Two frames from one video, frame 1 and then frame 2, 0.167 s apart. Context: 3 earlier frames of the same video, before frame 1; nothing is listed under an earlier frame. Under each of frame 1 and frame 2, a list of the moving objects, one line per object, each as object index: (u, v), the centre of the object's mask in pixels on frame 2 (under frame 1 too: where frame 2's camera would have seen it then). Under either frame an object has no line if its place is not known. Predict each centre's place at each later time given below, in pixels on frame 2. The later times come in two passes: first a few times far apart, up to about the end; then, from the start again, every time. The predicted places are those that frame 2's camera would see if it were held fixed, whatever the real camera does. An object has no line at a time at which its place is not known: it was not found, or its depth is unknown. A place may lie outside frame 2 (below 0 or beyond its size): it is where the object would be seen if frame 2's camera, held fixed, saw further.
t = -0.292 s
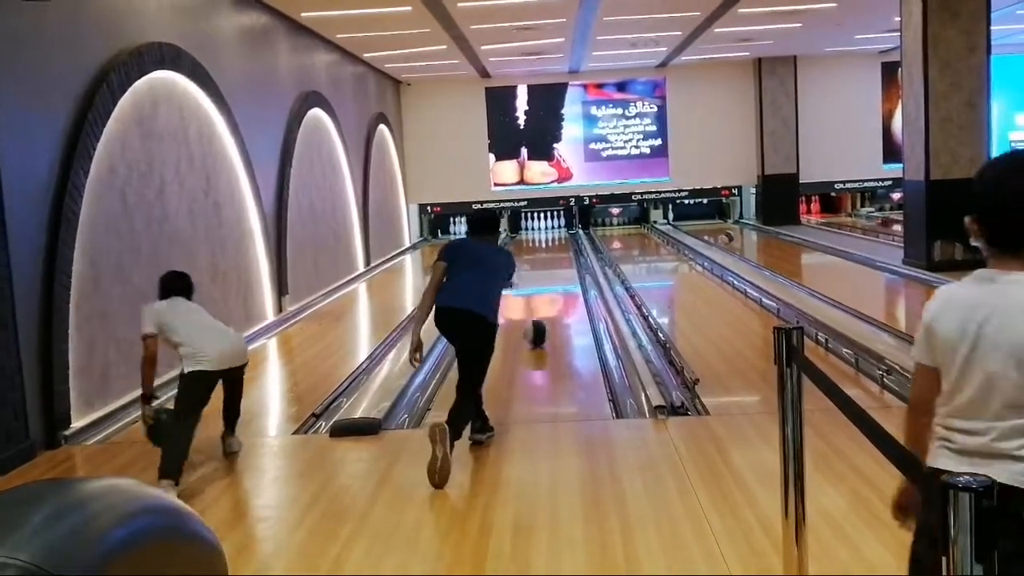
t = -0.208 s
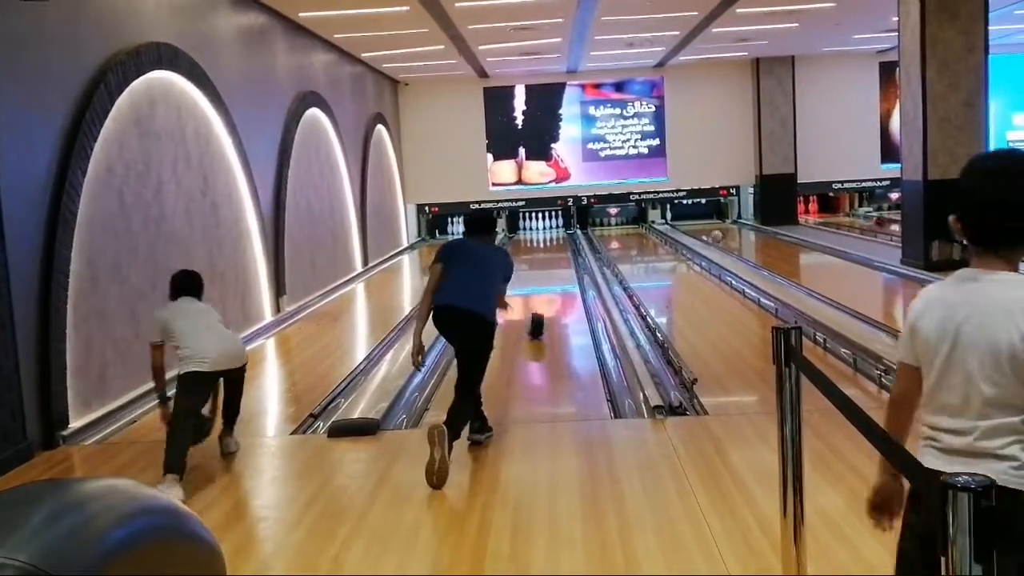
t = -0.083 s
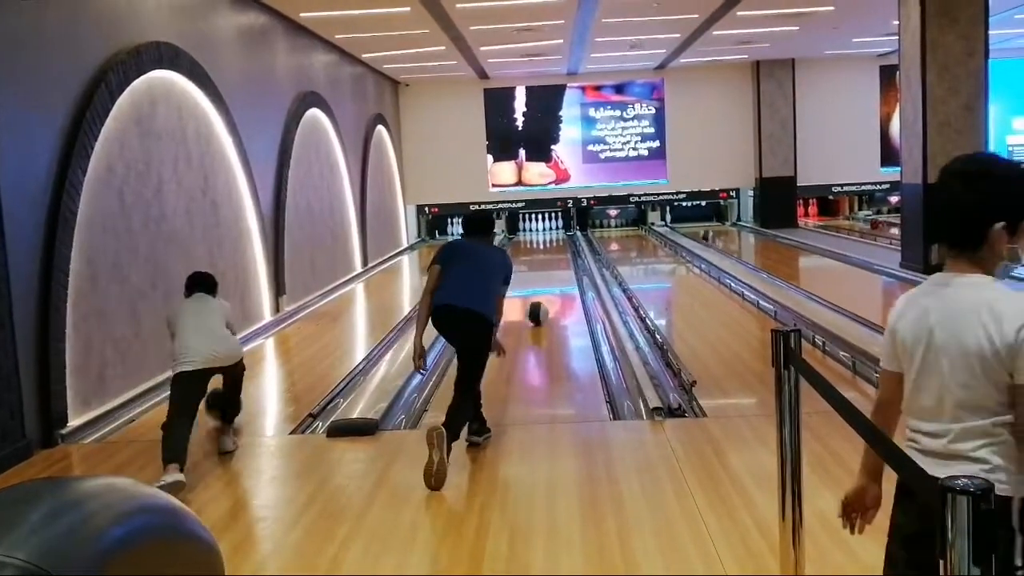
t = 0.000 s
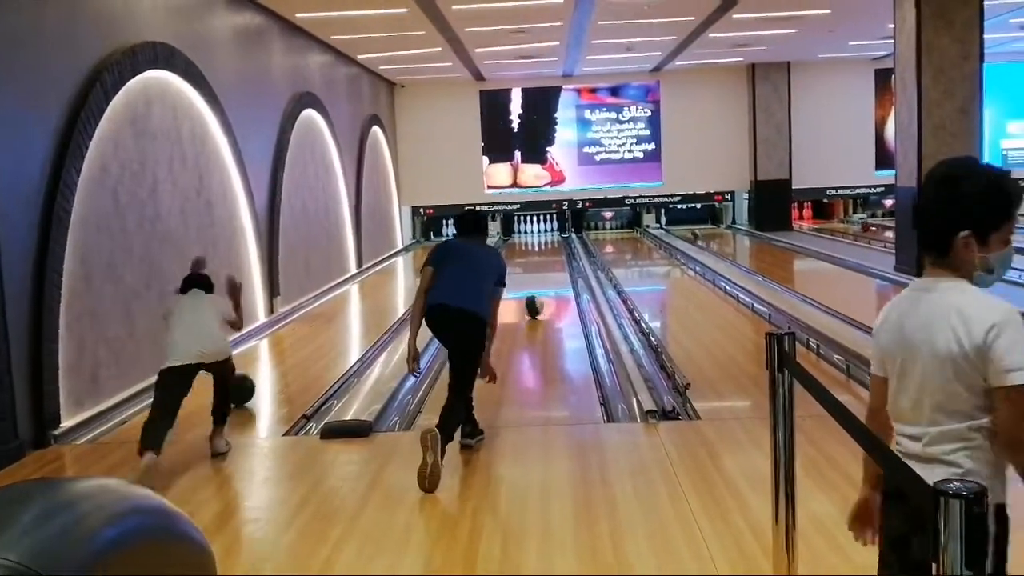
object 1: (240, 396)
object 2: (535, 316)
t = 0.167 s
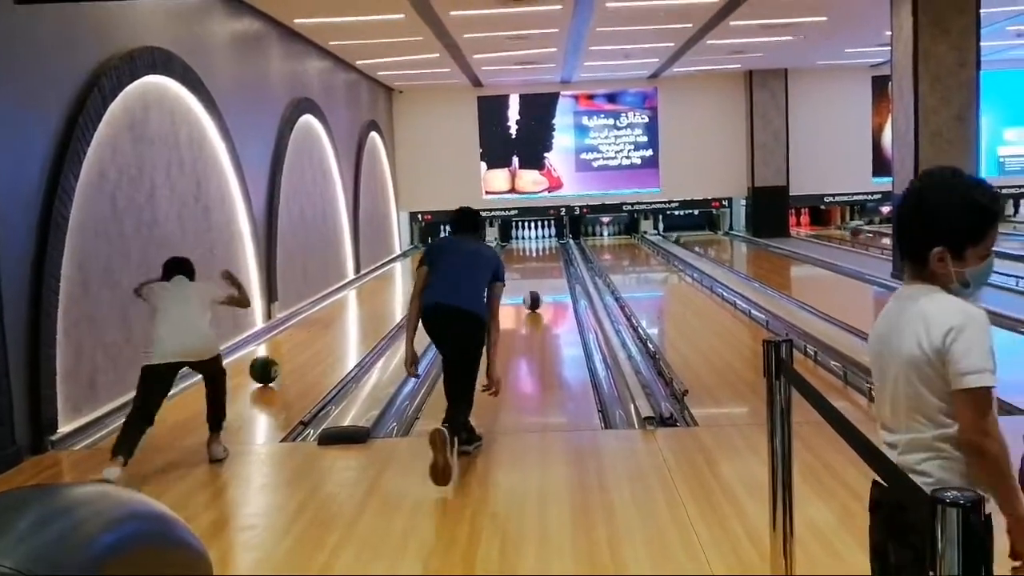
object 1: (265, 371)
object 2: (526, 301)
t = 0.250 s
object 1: (276, 366)
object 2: (540, 299)
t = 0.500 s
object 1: (300, 340)
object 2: (538, 287)
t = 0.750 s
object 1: (321, 321)
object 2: (539, 277)
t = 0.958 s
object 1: (332, 309)
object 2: (539, 269)
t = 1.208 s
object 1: (343, 299)
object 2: (541, 260)
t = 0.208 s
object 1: (272, 368)
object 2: (541, 301)
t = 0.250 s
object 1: (276, 366)
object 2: (540, 299)
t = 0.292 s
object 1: (278, 360)
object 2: (540, 296)
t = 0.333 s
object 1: (282, 356)
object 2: (541, 294)
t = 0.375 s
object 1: (292, 349)
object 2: (540, 291)
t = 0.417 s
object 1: (293, 346)
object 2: (538, 291)
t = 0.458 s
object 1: (297, 343)
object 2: (539, 289)
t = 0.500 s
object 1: (300, 340)
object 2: (538, 287)
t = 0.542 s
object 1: (306, 335)
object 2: (536, 283)
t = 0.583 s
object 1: (308, 332)
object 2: (536, 280)
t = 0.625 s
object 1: (311, 330)
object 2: (540, 282)
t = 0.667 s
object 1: (314, 327)
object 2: (540, 280)
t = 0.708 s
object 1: (319, 323)
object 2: (539, 276)
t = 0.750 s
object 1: (321, 321)
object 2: (539, 277)
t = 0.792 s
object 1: (323, 319)
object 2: (540, 275)
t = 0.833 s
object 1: (325, 316)
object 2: (541, 274)
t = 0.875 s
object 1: (327, 314)
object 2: (540, 273)
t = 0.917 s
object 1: (330, 311)
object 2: (539, 271)
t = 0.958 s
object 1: (332, 309)
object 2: (539, 269)
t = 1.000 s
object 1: (334, 308)
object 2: (541, 268)
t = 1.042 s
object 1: (337, 306)
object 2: (542, 265)
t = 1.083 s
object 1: (340, 303)
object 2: (542, 264)
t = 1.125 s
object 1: (341, 302)
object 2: (542, 262)
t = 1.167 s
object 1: (342, 300)
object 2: (541, 262)
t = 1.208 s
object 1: (343, 299)
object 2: (541, 260)
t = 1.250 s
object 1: (346, 295)
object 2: (539, 258)
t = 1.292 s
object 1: (347, 294)
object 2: (541, 257)
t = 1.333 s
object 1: (348, 294)
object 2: (542, 257)
